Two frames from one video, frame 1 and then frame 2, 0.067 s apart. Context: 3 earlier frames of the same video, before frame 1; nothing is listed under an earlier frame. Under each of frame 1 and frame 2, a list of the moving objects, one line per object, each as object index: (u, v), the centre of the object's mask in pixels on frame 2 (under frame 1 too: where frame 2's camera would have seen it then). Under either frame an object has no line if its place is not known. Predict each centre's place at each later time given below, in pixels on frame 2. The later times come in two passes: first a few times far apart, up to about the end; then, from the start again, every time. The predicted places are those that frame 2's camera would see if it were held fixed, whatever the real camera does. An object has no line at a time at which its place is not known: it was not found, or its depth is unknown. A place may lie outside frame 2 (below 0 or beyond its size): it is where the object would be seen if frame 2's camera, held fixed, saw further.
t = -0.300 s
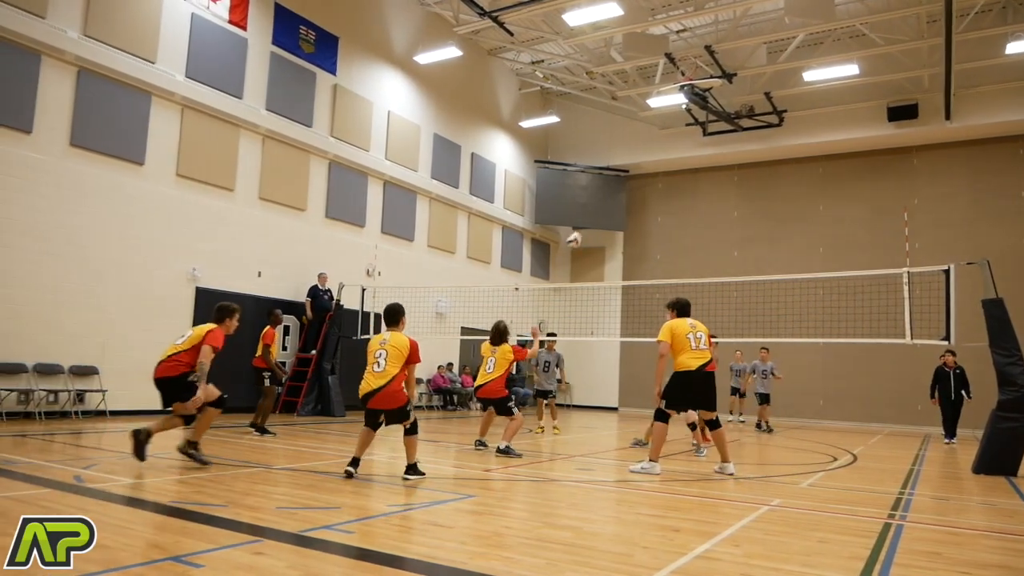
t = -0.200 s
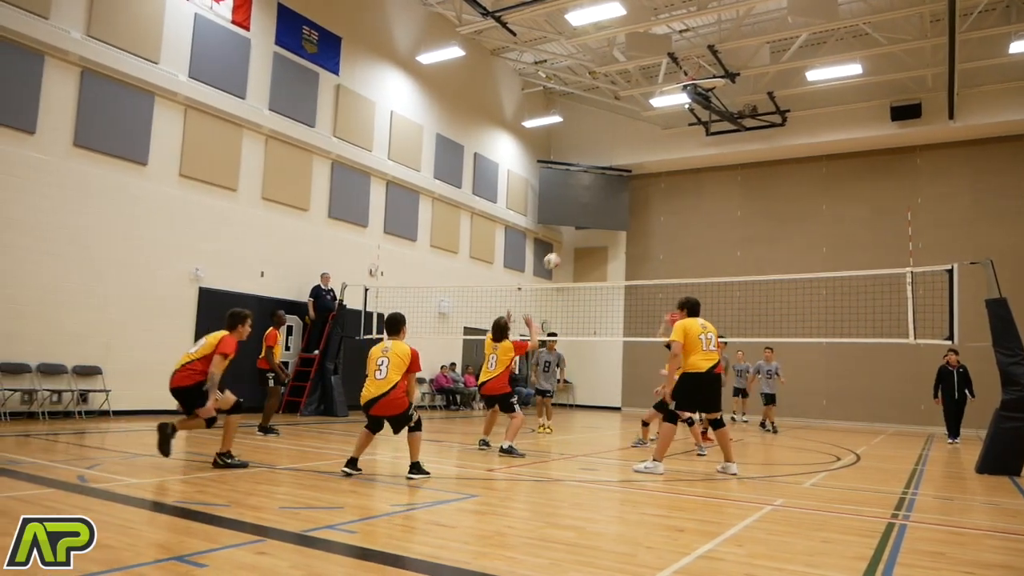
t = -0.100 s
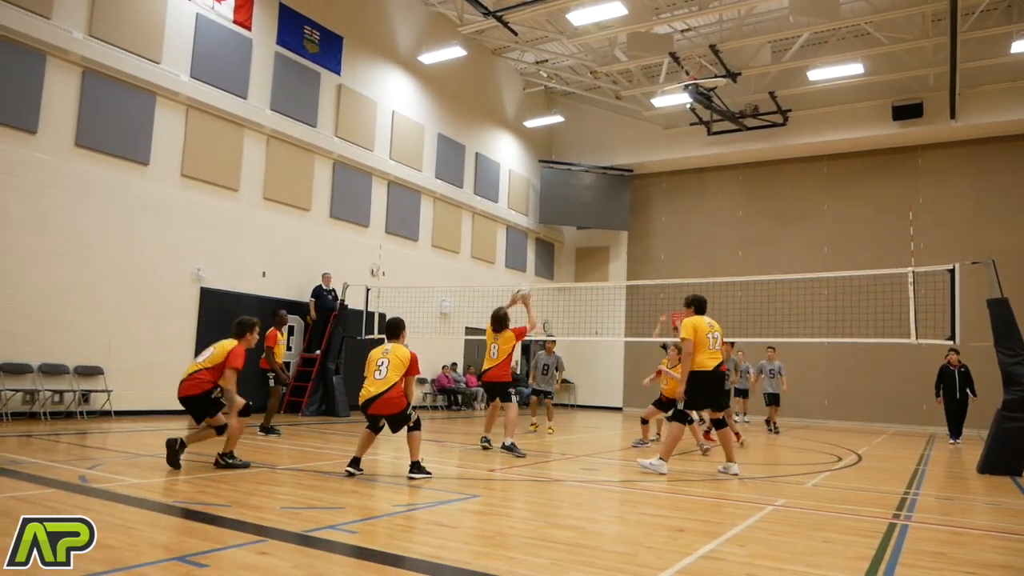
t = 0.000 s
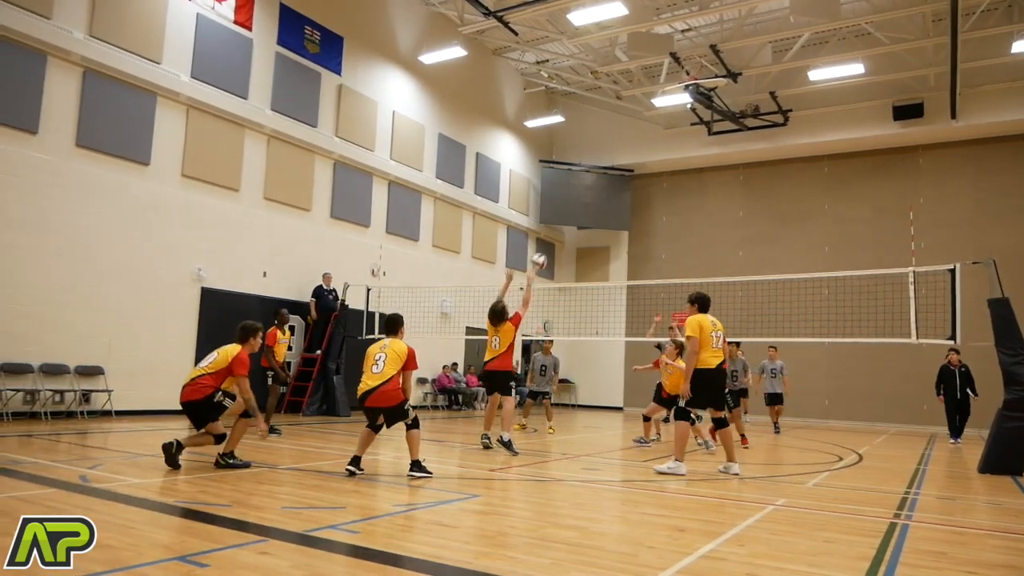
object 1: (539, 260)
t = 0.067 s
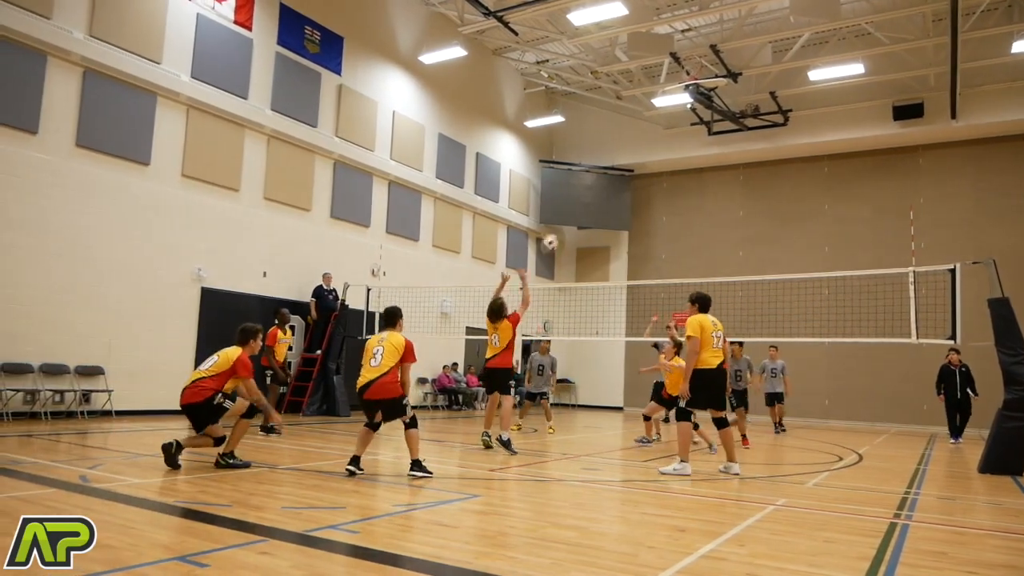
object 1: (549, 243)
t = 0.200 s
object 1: (572, 214)
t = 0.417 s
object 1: (606, 199)
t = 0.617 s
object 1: (635, 215)
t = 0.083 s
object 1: (553, 238)
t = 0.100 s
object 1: (556, 234)
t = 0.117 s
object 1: (558, 230)
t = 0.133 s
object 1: (561, 227)
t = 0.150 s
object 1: (564, 223)
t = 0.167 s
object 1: (566, 220)
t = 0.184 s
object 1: (569, 217)
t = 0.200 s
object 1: (572, 214)
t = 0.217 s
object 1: (574, 212)
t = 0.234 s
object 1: (577, 210)
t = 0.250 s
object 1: (580, 208)
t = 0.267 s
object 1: (582, 207)
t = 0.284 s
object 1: (585, 205)
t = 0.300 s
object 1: (588, 203)
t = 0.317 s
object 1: (590, 202)
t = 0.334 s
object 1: (593, 201)
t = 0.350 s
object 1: (595, 200)
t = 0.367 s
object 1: (598, 200)
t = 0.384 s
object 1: (600, 199)
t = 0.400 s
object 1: (603, 199)
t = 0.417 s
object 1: (606, 199)
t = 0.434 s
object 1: (608, 199)
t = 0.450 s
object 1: (610, 200)
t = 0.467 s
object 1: (613, 200)
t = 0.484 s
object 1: (615, 201)
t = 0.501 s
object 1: (618, 202)
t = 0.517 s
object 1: (620, 203)
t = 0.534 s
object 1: (622, 205)
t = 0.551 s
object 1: (625, 206)
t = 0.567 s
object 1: (628, 208)
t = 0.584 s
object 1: (630, 210)
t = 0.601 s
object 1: (632, 212)
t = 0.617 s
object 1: (635, 215)
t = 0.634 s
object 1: (637, 217)
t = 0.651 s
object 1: (639, 221)
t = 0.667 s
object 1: (641, 223)
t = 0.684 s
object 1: (644, 225)
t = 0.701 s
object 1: (646, 229)
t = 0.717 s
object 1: (648, 233)
